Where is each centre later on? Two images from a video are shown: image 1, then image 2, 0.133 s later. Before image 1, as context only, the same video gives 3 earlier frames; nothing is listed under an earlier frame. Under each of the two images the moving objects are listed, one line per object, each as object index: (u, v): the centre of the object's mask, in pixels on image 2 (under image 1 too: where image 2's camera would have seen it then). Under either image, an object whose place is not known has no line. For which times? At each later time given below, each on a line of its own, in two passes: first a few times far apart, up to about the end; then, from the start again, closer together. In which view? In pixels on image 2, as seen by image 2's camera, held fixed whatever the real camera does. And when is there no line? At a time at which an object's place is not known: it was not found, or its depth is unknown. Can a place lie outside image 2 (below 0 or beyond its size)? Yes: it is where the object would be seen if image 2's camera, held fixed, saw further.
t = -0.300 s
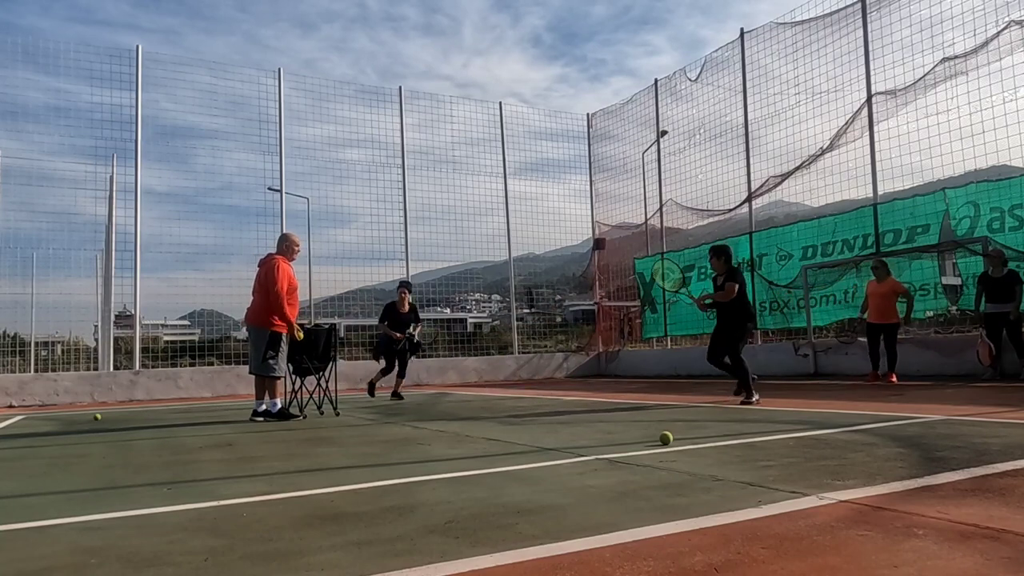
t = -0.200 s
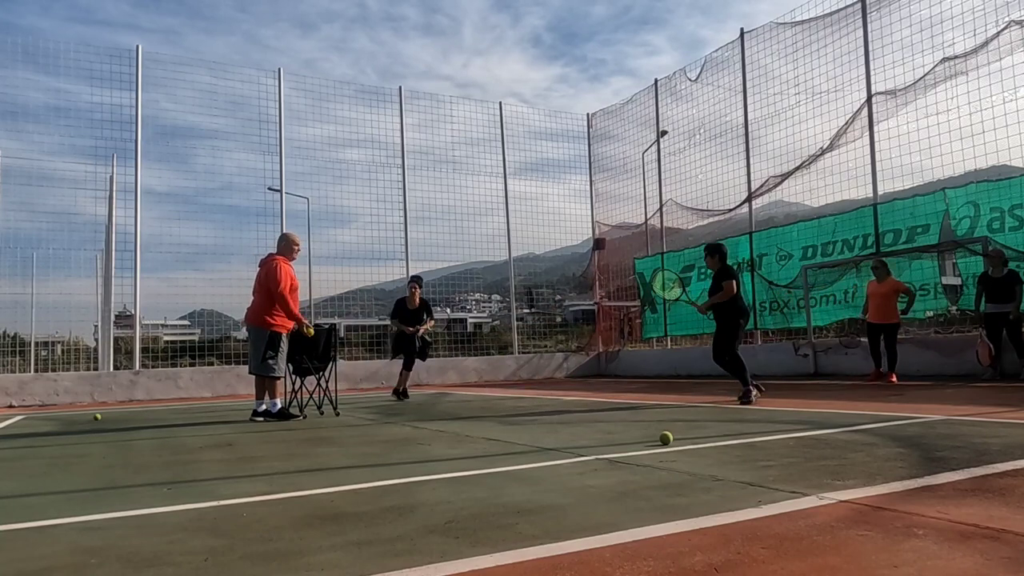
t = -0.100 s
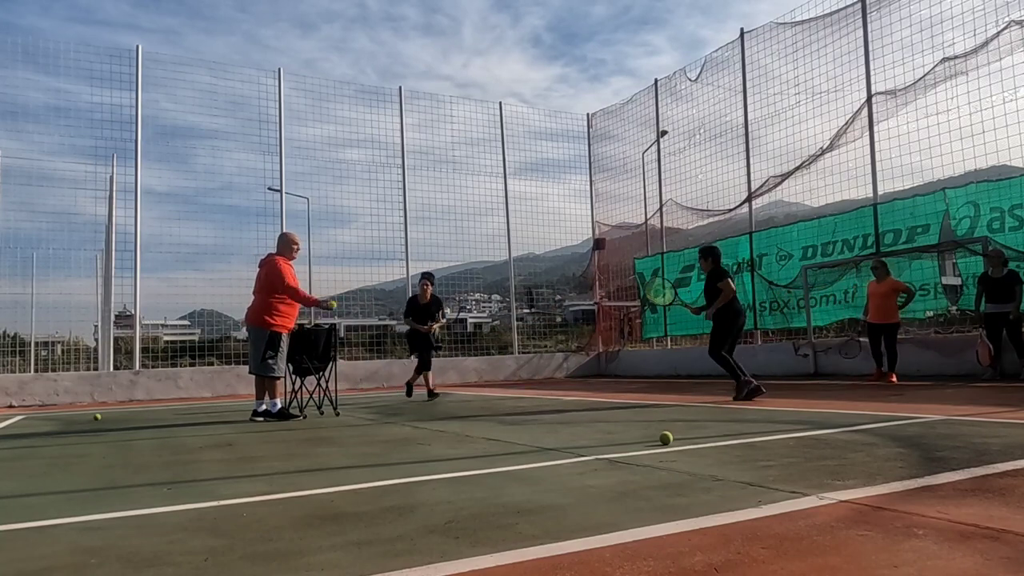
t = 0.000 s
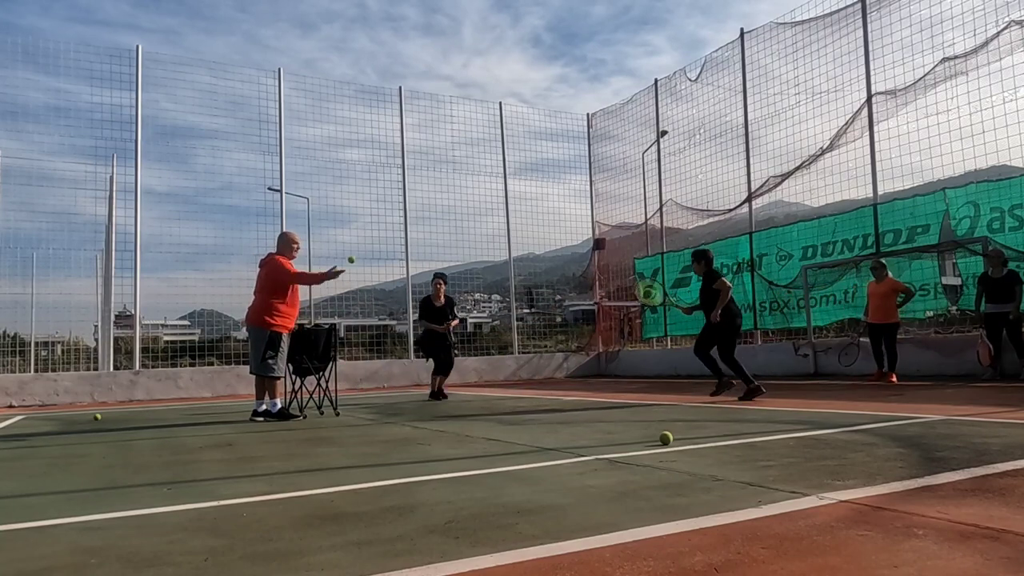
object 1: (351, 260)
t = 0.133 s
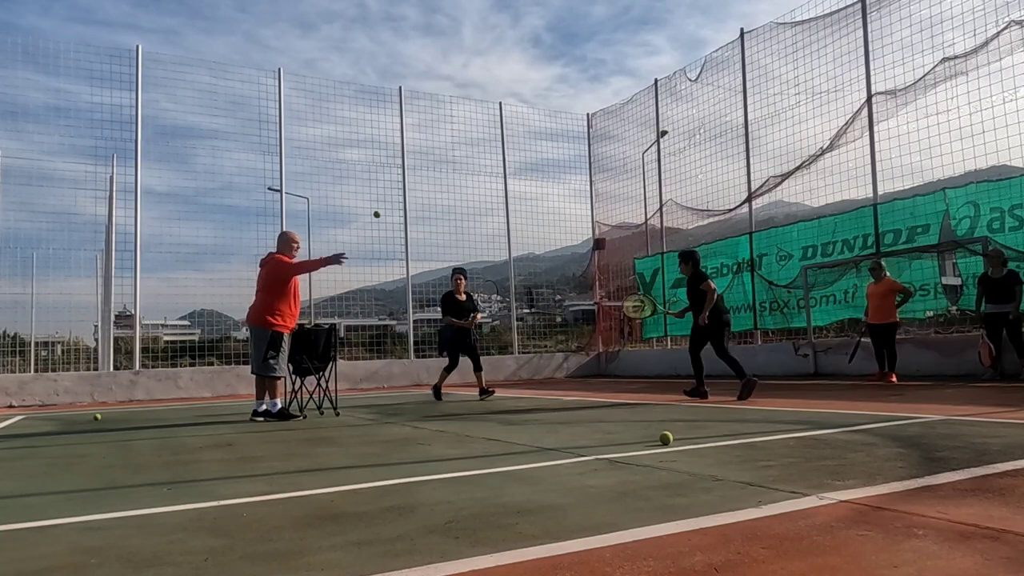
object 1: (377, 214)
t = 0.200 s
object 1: (390, 199)
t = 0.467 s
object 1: (447, 188)
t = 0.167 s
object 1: (383, 206)
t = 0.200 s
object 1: (390, 199)
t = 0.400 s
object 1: (432, 182)
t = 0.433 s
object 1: (439, 184)
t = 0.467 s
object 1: (447, 188)
